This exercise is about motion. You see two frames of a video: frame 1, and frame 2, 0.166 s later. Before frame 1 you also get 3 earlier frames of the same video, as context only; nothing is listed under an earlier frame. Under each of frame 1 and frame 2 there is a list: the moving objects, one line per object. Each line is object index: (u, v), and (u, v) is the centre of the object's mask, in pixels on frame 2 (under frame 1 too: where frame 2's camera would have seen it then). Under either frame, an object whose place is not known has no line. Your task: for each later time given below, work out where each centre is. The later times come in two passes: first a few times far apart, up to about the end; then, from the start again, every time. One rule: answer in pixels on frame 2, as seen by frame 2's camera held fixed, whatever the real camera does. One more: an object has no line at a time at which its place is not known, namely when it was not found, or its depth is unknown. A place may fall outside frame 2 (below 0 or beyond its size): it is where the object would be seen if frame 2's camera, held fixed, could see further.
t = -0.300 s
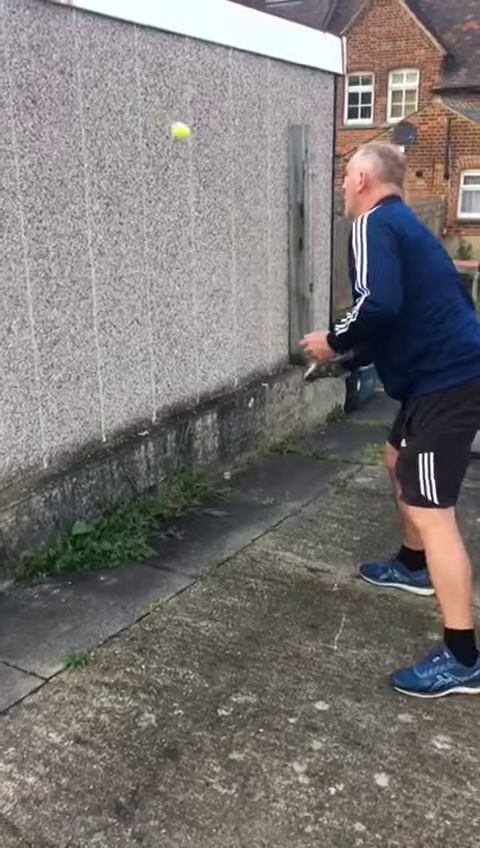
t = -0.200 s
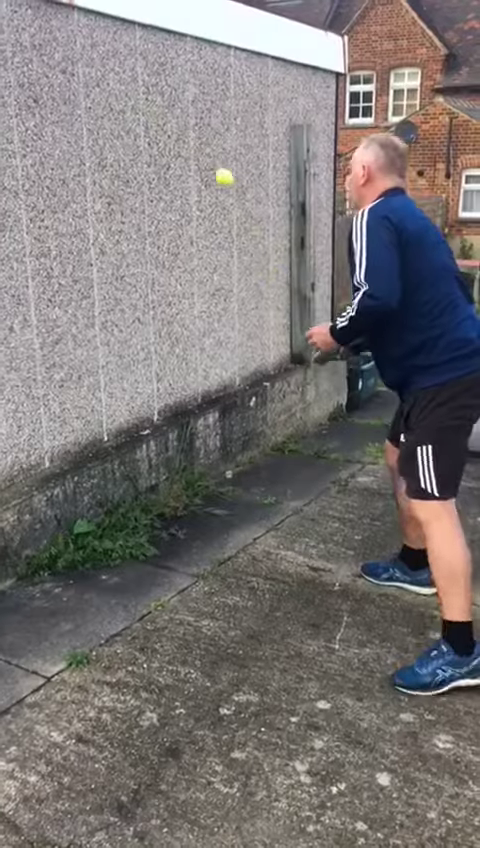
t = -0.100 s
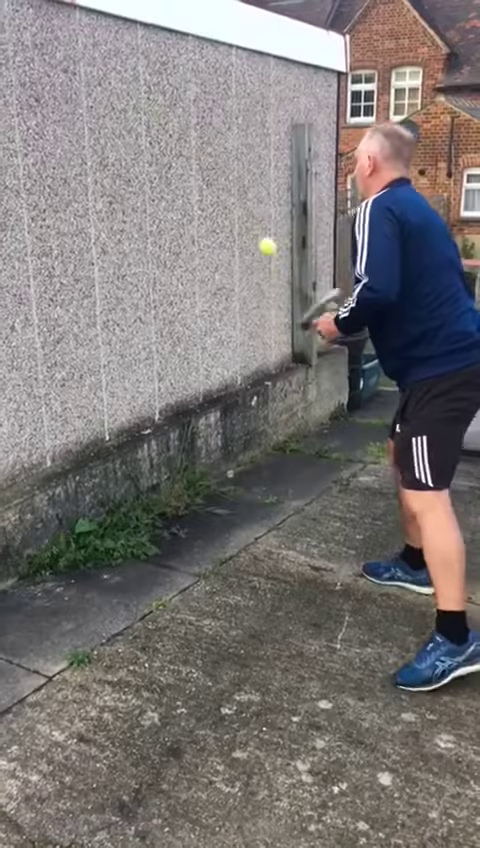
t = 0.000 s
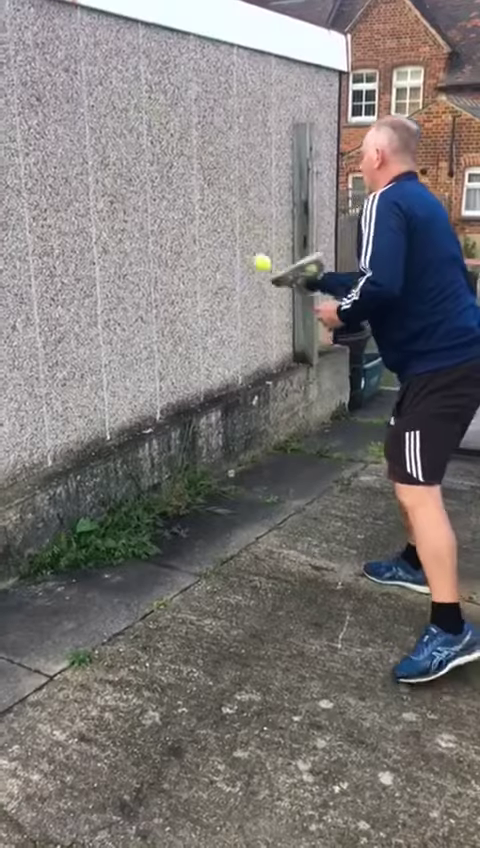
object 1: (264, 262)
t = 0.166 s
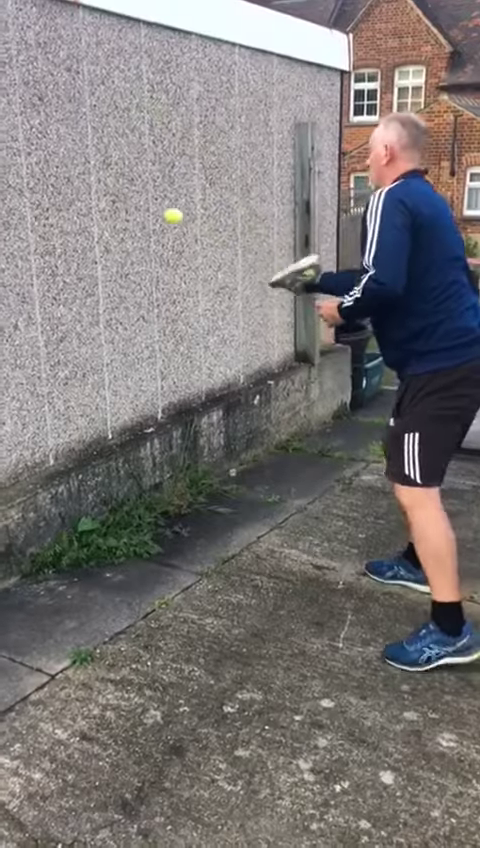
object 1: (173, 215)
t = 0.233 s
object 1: (139, 216)
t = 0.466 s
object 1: (165, 286)
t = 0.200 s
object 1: (155, 215)
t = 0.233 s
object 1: (139, 216)
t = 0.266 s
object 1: (123, 221)
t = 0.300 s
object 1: (111, 228)
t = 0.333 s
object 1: (120, 234)
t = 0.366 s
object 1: (133, 243)
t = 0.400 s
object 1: (143, 256)
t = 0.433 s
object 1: (154, 269)
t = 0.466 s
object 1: (165, 286)
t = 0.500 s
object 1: (176, 306)
